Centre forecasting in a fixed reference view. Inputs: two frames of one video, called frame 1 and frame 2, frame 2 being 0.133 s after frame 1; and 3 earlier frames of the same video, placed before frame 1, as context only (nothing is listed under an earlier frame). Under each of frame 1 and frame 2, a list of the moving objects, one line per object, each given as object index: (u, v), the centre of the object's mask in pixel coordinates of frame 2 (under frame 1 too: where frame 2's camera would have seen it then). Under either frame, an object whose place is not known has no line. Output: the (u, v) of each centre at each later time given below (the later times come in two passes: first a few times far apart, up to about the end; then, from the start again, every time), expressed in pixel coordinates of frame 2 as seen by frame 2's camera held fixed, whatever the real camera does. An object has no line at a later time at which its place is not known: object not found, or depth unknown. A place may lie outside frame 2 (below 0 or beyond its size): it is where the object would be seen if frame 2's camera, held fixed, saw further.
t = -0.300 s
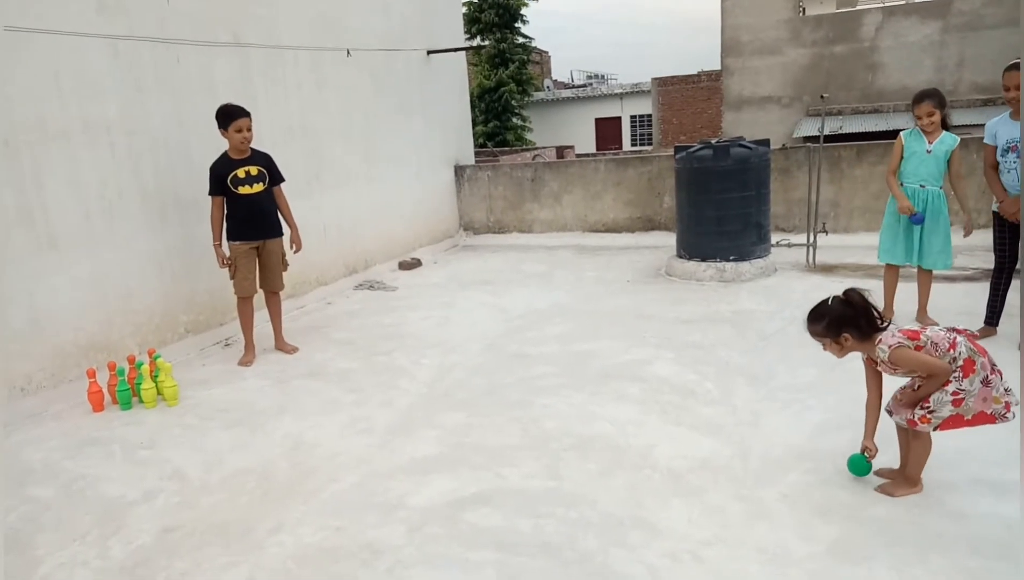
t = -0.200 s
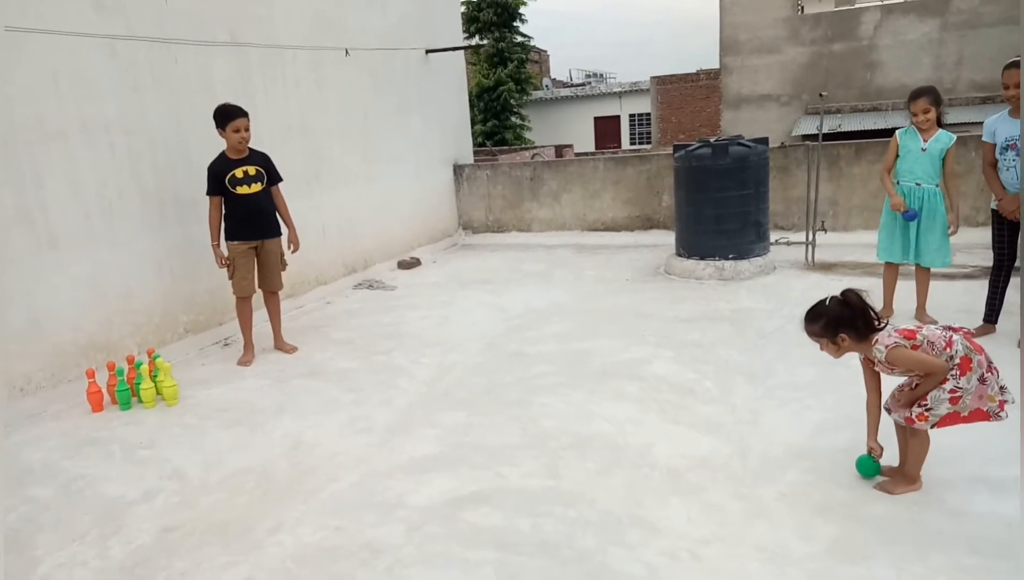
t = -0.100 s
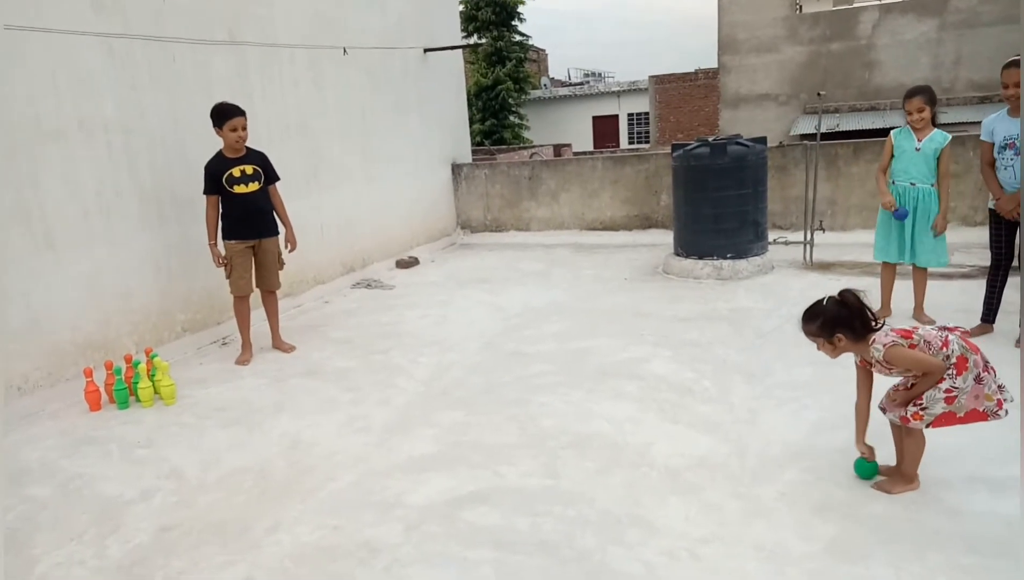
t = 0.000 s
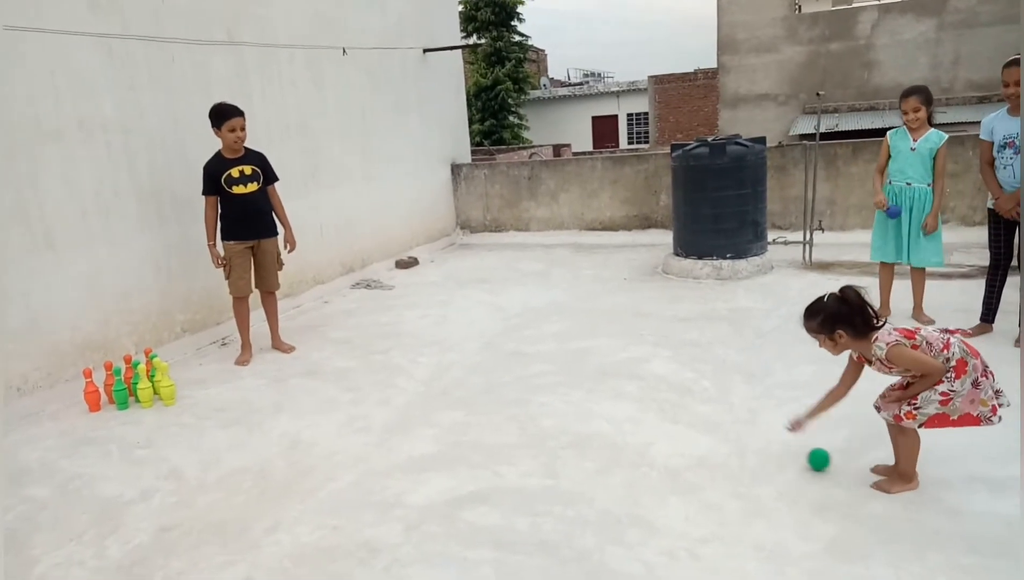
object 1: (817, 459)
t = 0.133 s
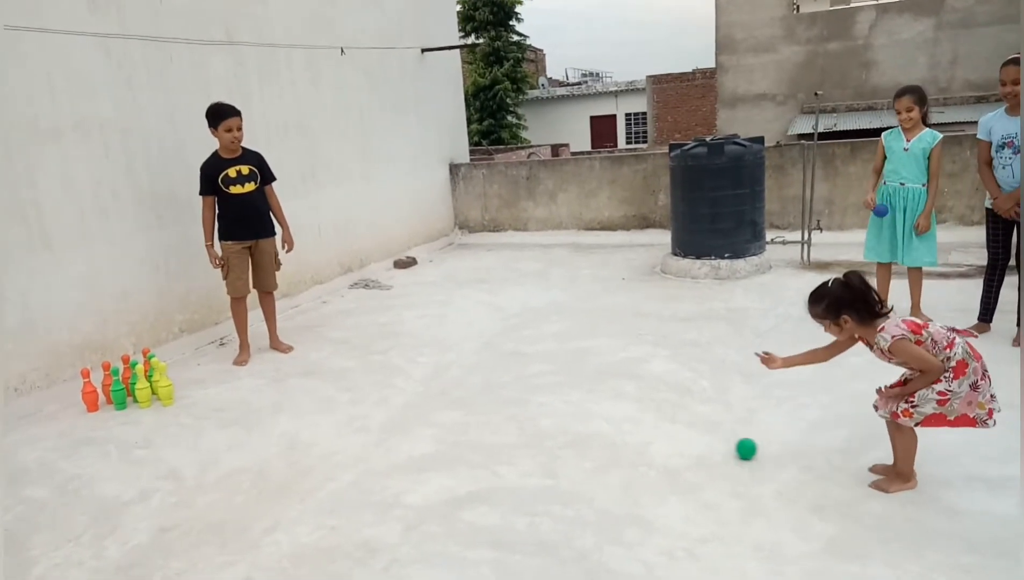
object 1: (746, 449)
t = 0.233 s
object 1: (699, 442)
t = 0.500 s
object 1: (589, 422)
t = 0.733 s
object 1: (512, 409)
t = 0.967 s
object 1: (444, 398)
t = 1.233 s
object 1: (381, 385)
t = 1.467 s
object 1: (335, 376)
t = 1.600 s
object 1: (312, 371)
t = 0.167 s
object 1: (730, 447)
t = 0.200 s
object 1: (714, 444)
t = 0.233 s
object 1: (699, 442)
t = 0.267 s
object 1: (684, 440)
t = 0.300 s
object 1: (669, 437)
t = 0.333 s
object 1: (654, 435)
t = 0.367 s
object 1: (641, 433)
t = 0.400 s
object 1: (627, 428)
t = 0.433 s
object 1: (614, 426)
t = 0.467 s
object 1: (601, 425)
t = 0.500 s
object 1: (589, 422)
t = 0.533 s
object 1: (577, 421)
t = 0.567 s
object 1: (565, 419)
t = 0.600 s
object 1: (554, 416)
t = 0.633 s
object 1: (543, 415)
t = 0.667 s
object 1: (532, 413)
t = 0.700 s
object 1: (522, 412)
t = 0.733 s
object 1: (512, 409)
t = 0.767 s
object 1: (502, 407)
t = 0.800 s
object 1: (491, 406)
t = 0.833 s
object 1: (482, 404)
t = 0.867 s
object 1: (472, 403)
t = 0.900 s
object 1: (463, 401)
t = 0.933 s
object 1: (453, 399)
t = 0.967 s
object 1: (444, 398)
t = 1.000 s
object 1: (436, 396)
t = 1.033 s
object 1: (428, 394)
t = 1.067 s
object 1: (420, 393)
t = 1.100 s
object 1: (412, 391)
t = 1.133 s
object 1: (404, 390)
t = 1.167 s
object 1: (396, 388)
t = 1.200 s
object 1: (388, 387)
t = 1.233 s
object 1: (381, 385)
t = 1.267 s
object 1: (374, 384)
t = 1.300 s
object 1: (367, 382)
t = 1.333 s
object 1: (360, 381)
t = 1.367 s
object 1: (353, 379)
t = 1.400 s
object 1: (347, 379)
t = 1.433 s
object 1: (341, 377)
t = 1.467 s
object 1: (335, 376)
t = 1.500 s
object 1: (329, 374)
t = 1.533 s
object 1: (323, 373)
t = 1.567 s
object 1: (317, 372)
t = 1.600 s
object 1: (312, 371)
